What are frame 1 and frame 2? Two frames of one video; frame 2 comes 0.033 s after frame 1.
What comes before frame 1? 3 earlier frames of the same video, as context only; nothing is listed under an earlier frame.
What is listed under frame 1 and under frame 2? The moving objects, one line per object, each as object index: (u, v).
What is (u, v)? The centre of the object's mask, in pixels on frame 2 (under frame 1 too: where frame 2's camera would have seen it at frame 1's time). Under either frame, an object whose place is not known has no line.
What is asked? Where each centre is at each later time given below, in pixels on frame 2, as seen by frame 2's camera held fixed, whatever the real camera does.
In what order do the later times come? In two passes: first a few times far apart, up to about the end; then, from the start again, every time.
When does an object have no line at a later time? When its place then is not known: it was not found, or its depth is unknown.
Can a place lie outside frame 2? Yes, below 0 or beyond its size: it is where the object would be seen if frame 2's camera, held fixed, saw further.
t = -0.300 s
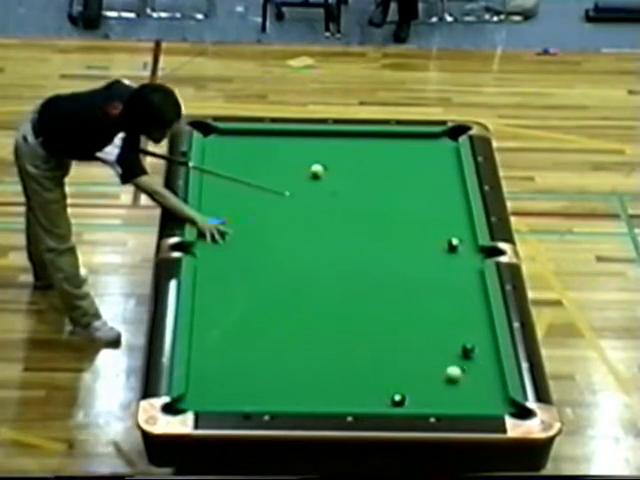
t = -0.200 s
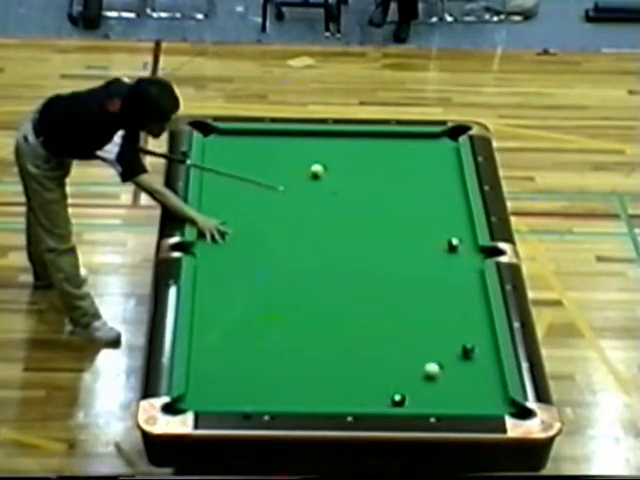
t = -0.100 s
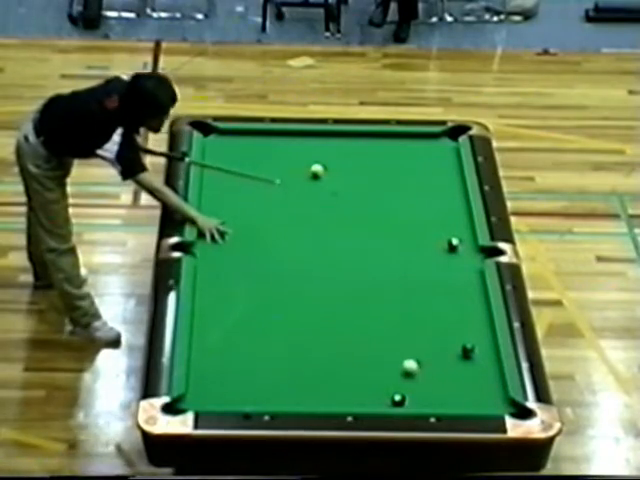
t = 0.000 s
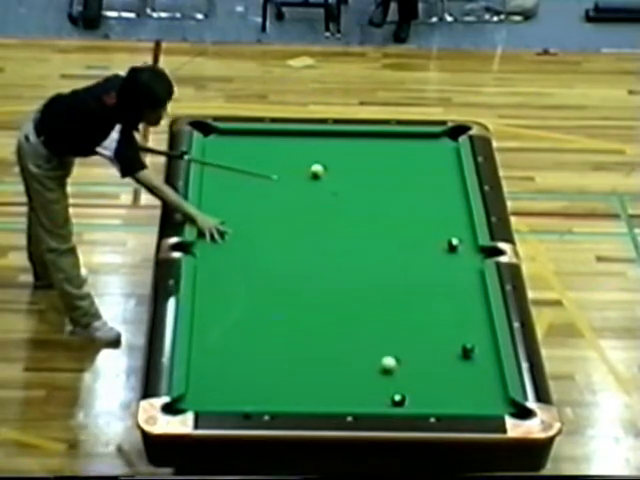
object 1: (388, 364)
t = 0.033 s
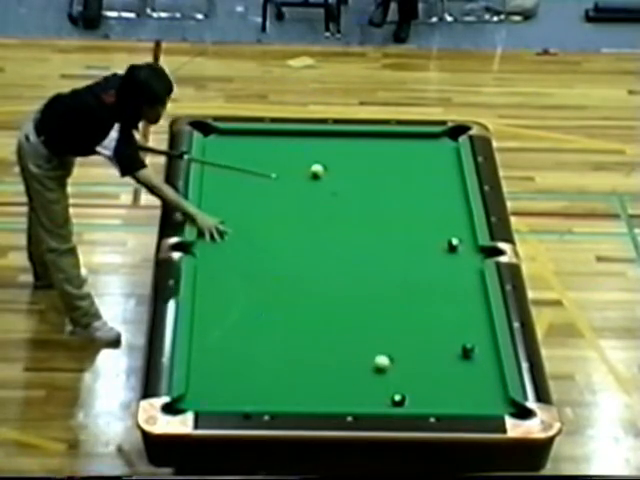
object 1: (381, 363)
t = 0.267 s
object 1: (333, 356)
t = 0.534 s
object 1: (279, 348)
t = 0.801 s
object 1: (227, 340)
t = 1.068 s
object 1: (207, 334)
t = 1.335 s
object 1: (234, 332)
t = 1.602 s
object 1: (261, 330)
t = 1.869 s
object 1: (285, 327)
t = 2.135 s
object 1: (309, 325)
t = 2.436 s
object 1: (333, 322)
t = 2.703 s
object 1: (353, 321)
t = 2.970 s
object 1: (372, 319)
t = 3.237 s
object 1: (389, 317)
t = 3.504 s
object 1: (405, 316)
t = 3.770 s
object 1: (420, 314)
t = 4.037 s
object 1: (433, 313)
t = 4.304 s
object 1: (446, 312)
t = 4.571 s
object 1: (457, 311)
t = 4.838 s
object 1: (467, 311)
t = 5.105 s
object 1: (476, 310)
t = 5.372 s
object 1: (484, 309)
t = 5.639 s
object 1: (482, 309)
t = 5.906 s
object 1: (480, 309)
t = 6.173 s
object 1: (478, 309)
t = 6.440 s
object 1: (478, 309)
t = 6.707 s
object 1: (478, 309)
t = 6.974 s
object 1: (478, 309)
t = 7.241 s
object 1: (478, 309)
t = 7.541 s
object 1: (478, 309)
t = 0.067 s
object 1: (374, 362)
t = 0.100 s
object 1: (367, 361)
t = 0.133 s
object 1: (360, 360)
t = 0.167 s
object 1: (353, 359)
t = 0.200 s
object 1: (346, 358)
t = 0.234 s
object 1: (339, 357)
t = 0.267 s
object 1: (333, 356)
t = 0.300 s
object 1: (326, 355)
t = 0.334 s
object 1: (319, 354)
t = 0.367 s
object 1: (312, 353)
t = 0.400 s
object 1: (305, 352)
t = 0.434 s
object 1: (299, 351)
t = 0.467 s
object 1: (292, 350)
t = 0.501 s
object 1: (286, 349)
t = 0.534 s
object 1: (279, 348)
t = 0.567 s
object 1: (272, 347)
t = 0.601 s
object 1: (265, 346)
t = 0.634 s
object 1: (259, 345)
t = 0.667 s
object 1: (252, 344)
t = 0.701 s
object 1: (246, 343)
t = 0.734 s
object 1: (240, 342)
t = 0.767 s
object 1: (233, 341)
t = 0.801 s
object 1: (227, 340)
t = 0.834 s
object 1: (221, 339)
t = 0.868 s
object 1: (214, 338)
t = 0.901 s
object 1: (208, 337)
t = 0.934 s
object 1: (202, 336)
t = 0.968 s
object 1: (196, 335)
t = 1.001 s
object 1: (199, 335)
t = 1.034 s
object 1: (202, 335)
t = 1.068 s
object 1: (207, 334)
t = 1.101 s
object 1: (210, 334)
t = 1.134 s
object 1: (214, 334)
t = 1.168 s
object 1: (217, 334)
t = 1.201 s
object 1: (221, 333)
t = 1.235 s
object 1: (224, 333)
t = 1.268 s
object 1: (227, 333)
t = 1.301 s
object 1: (231, 332)
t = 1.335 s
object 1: (234, 332)
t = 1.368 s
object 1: (238, 332)
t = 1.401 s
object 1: (241, 331)
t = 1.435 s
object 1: (244, 331)
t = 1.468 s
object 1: (248, 331)
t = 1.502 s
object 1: (251, 330)
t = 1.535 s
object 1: (255, 330)
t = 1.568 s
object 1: (257, 330)
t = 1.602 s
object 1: (261, 330)
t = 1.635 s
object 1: (264, 329)
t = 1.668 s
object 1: (267, 329)
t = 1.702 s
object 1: (270, 328)
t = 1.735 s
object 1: (273, 328)
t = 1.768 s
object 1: (276, 328)
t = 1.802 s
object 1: (280, 328)
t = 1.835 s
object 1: (283, 327)
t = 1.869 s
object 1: (285, 327)
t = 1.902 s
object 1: (288, 327)
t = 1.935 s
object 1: (292, 327)
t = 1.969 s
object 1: (294, 326)
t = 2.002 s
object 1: (297, 326)
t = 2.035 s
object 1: (300, 326)
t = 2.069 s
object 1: (303, 325)
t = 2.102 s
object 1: (306, 325)
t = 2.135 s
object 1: (309, 325)
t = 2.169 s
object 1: (311, 325)
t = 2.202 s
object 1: (314, 325)
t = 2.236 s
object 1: (317, 324)
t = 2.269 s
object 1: (320, 324)
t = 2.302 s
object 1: (322, 324)
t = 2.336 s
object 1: (325, 324)
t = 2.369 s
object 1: (328, 323)
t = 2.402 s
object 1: (330, 323)
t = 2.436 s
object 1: (333, 322)
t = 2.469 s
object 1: (335, 322)
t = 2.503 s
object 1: (338, 322)
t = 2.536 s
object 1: (341, 322)
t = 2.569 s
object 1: (343, 322)
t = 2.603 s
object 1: (346, 321)
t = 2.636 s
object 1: (348, 321)
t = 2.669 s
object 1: (351, 321)
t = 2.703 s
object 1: (353, 321)
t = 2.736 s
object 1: (355, 320)
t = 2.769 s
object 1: (358, 320)
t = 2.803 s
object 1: (360, 320)
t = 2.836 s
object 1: (363, 320)
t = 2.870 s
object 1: (365, 320)
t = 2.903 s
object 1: (367, 319)
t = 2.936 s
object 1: (369, 319)
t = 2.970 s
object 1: (372, 319)
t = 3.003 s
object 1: (374, 319)
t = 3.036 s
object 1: (376, 319)
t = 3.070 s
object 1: (378, 318)
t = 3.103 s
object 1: (380, 318)
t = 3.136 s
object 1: (383, 318)
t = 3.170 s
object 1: (384, 318)
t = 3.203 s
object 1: (387, 318)
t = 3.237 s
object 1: (389, 317)
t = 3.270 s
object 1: (391, 317)
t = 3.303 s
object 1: (393, 317)
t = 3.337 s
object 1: (395, 317)
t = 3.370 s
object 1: (397, 317)
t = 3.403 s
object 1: (399, 317)
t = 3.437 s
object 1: (401, 316)
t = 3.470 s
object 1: (403, 316)
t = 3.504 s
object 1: (405, 316)
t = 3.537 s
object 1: (407, 316)
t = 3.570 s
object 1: (409, 316)
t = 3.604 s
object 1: (410, 315)
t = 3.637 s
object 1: (412, 315)
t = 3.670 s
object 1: (414, 315)
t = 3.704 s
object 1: (416, 315)
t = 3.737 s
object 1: (418, 315)
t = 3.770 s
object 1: (420, 314)
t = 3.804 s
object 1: (422, 314)
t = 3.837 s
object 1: (423, 314)
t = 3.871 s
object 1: (425, 314)
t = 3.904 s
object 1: (427, 314)
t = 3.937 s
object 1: (428, 314)
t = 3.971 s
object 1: (430, 314)
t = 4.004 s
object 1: (432, 314)
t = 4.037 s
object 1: (433, 313)
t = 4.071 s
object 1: (435, 313)
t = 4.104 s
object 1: (436, 313)
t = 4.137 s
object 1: (438, 313)
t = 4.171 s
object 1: (440, 313)
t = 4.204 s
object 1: (441, 313)
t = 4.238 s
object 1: (443, 312)
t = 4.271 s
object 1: (444, 312)
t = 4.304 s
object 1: (446, 312)
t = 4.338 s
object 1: (447, 312)
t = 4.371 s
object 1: (449, 312)
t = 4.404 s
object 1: (450, 312)
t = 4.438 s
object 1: (452, 312)
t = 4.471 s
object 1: (453, 312)
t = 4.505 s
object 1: (454, 311)
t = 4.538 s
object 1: (456, 311)
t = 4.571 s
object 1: (457, 311)
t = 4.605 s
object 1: (459, 311)
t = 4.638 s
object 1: (460, 311)
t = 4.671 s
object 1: (461, 311)
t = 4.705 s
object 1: (462, 311)
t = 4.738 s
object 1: (464, 311)
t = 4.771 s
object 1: (465, 311)
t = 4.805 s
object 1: (466, 311)
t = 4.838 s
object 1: (467, 311)
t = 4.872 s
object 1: (468, 311)
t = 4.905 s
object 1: (469, 311)
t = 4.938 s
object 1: (471, 311)
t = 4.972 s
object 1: (472, 311)
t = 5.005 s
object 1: (473, 311)
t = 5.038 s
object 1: (474, 310)
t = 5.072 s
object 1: (475, 310)
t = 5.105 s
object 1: (476, 310)
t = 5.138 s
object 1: (477, 310)
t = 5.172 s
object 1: (478, 310)
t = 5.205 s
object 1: (479, 310)
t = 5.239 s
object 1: (480, 310)
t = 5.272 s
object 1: (481, 310)
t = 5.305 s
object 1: (482, 310)
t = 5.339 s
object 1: (483, 310)
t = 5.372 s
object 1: (484, 309)
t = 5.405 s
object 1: (485, 309)
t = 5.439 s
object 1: (485, 309)
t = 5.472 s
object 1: (485, 309)
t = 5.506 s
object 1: (484, 309)
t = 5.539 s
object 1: (483, 309)
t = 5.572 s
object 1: (483, 309)
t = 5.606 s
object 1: (483, 309)
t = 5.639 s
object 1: (482, 309)
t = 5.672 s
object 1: (482, 309)
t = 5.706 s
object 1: (481, 309)
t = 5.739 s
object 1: (481, 309)
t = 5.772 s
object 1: (481, 309)
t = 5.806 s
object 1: (480, 309)
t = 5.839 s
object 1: (480, 309)
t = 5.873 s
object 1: (480, 309)
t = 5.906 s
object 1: (480, 309)
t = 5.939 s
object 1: (480, 309)
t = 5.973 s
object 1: (479, 309)
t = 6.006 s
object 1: (479, 309)
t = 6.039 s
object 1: (479, 309)
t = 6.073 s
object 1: (479, 309)
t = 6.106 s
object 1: (479, 309)
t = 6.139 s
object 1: (478, 309)
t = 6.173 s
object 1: (478, 309)
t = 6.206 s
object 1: (478, 309)
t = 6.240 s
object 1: (478, 309)
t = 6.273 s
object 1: (478, 309)
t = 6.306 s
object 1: (478, 309)
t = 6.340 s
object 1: (478, 309)
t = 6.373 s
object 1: (478, 309)
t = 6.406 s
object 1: (478, 309)
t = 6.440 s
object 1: (478, 309)
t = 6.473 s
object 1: (478, 309)
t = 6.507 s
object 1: (478, 309)
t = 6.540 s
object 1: (478, 309)
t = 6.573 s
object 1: (478, 309)
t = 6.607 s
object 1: (478, 309)
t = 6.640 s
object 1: (478, 309)
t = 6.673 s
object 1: (478, 309)
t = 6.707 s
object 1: (478, 309)
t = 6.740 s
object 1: (478, 309)
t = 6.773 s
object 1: (478, 309)
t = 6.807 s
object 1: (478, 309)
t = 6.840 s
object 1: (478, 309)
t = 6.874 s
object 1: (478, 309)
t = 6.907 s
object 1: (478, 309)
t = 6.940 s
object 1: (478, 309)
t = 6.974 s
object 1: (478, 309)
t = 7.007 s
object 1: (478, 309)
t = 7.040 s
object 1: (478, 309)
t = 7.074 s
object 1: (478, 309)
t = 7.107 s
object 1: (478, 309)
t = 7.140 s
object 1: (478, 309)
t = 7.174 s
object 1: (478, 309)
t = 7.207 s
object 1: (478, 309)
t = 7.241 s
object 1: (478, 309)
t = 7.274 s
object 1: (478, 309)
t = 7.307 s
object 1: (478, 309)
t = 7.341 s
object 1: (478, 309)
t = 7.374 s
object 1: (478, 309)
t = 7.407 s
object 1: (478, 309)
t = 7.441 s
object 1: (478, 309)
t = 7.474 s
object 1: (478, 309)
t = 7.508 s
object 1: (478, 309)
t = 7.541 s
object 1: (478, 309)
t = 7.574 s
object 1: (478, 309)
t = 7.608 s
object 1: (478, 309)
